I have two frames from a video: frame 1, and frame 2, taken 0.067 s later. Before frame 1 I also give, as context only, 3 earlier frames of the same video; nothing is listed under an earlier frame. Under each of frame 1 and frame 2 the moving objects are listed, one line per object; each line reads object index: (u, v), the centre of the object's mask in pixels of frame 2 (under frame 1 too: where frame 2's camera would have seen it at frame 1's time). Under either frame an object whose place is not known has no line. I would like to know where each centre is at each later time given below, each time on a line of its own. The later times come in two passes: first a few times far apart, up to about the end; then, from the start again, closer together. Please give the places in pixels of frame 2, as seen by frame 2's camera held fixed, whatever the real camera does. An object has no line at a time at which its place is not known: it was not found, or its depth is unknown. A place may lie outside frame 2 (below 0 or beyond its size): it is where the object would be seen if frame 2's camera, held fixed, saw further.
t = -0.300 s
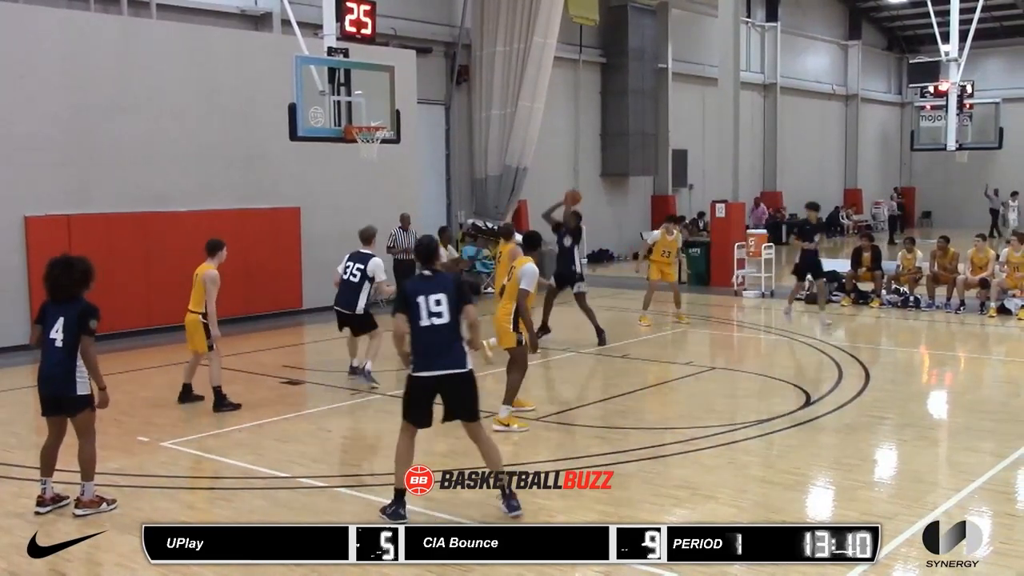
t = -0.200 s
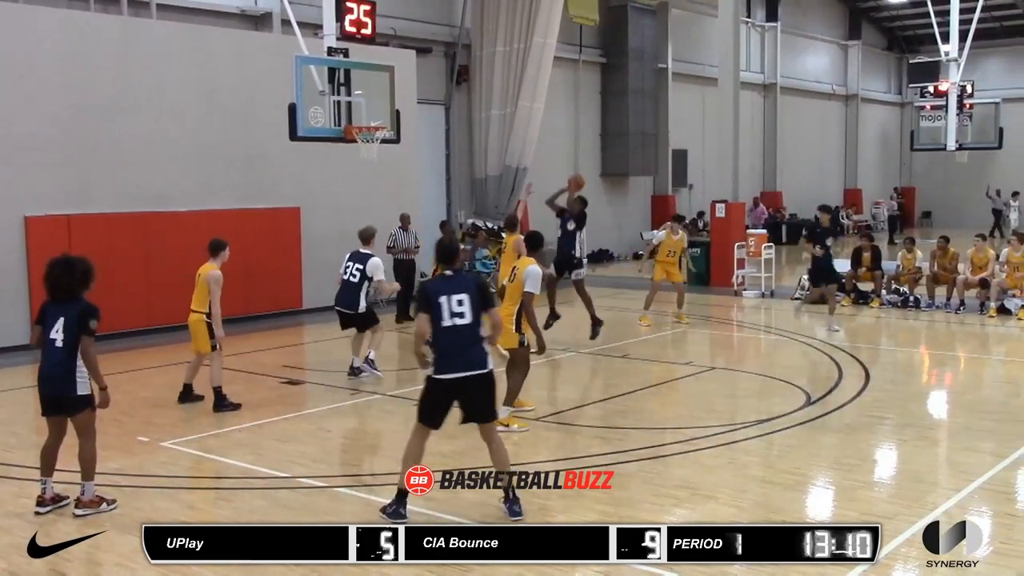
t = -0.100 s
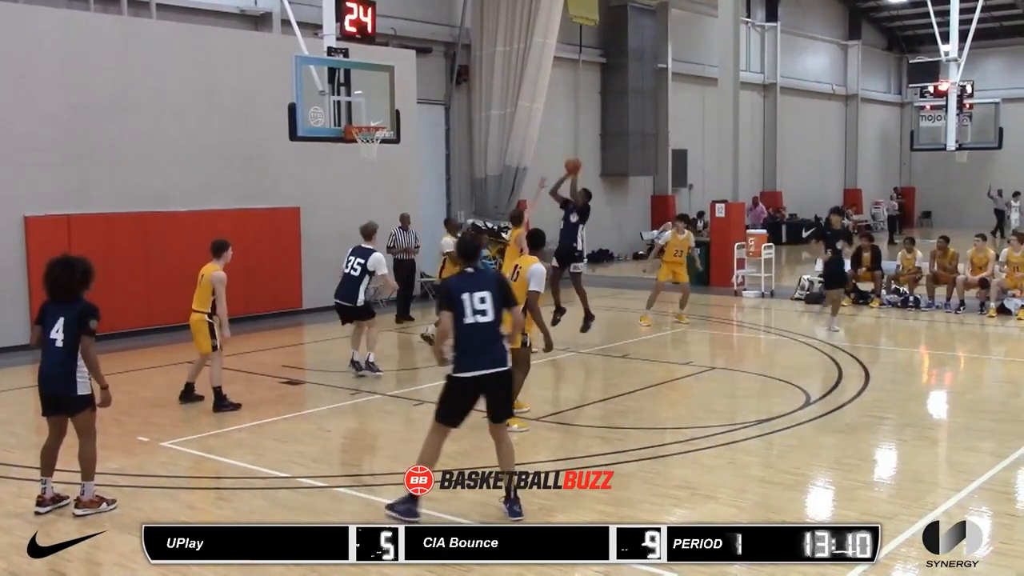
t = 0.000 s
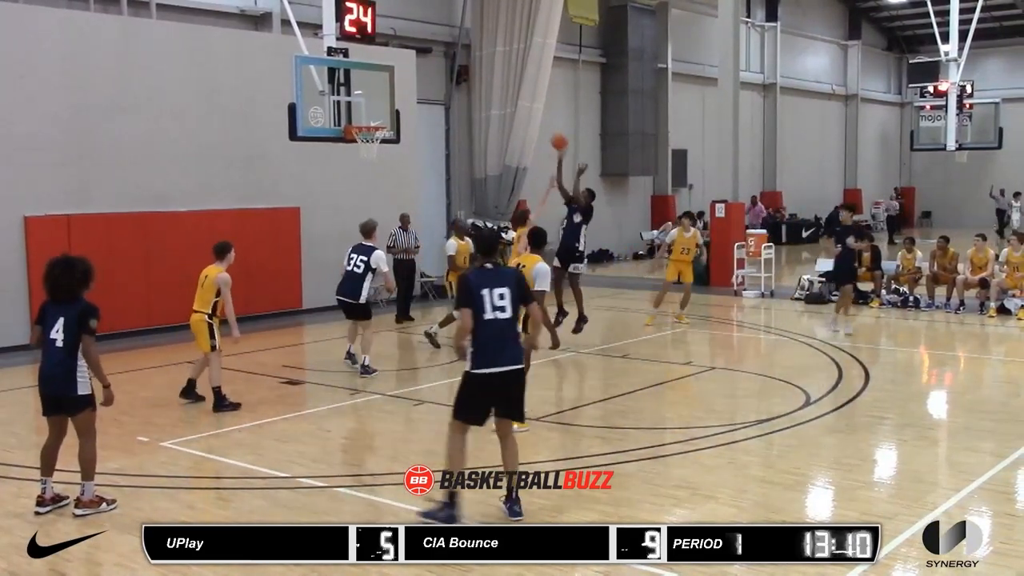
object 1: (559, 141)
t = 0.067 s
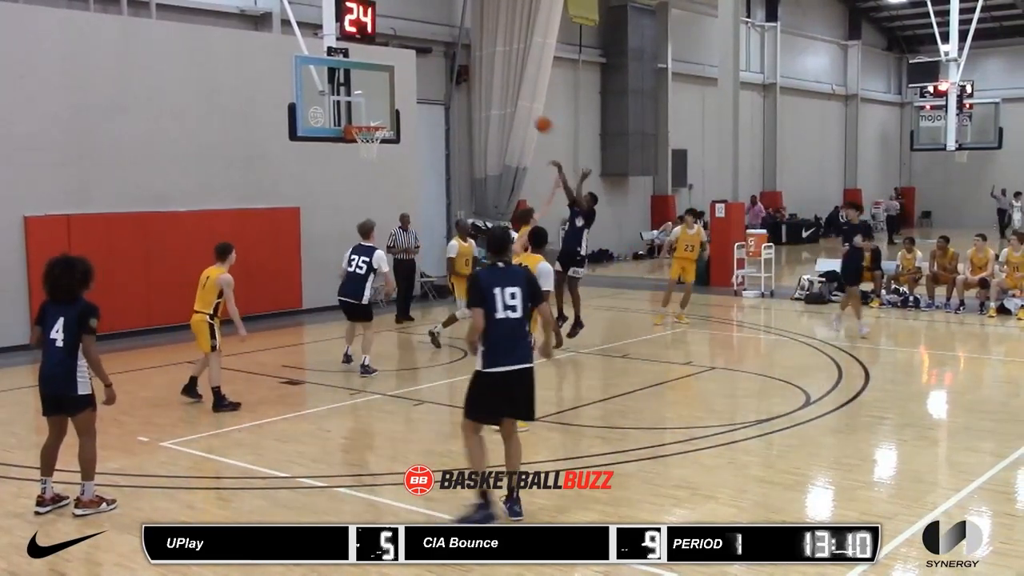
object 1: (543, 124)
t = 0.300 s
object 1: (484, 87)
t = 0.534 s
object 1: (425, 88)
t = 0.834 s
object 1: (355, 139)
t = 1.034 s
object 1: (357, 169)
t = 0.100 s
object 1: (534, 116)
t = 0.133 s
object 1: (526, 109)
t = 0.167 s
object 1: (518, 103)
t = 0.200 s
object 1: (509, 98)
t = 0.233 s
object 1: (501, 94)
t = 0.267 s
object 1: (493, 90)
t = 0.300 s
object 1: (484, 87)
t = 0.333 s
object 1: (476, 85)
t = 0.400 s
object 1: (460, 82)
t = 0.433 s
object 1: (449, 82)
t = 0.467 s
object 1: (441, 84)
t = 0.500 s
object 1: (432, 85)
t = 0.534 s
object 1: (425, 88)
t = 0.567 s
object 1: (415, 91)
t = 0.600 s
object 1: (406, 96)
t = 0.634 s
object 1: (398, 101)
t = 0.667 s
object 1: (389, 108)
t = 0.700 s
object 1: (381, 114)
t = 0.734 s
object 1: (372, 122)
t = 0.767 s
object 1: (362, 131)
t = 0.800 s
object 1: (358, 137)
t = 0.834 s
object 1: (355, 139)
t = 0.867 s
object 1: (355, 140)
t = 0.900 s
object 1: (355, 141)
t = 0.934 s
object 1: (357, 152)
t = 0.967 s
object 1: (357, 157)
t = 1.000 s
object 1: (357, 162)
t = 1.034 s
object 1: (357, 169)
